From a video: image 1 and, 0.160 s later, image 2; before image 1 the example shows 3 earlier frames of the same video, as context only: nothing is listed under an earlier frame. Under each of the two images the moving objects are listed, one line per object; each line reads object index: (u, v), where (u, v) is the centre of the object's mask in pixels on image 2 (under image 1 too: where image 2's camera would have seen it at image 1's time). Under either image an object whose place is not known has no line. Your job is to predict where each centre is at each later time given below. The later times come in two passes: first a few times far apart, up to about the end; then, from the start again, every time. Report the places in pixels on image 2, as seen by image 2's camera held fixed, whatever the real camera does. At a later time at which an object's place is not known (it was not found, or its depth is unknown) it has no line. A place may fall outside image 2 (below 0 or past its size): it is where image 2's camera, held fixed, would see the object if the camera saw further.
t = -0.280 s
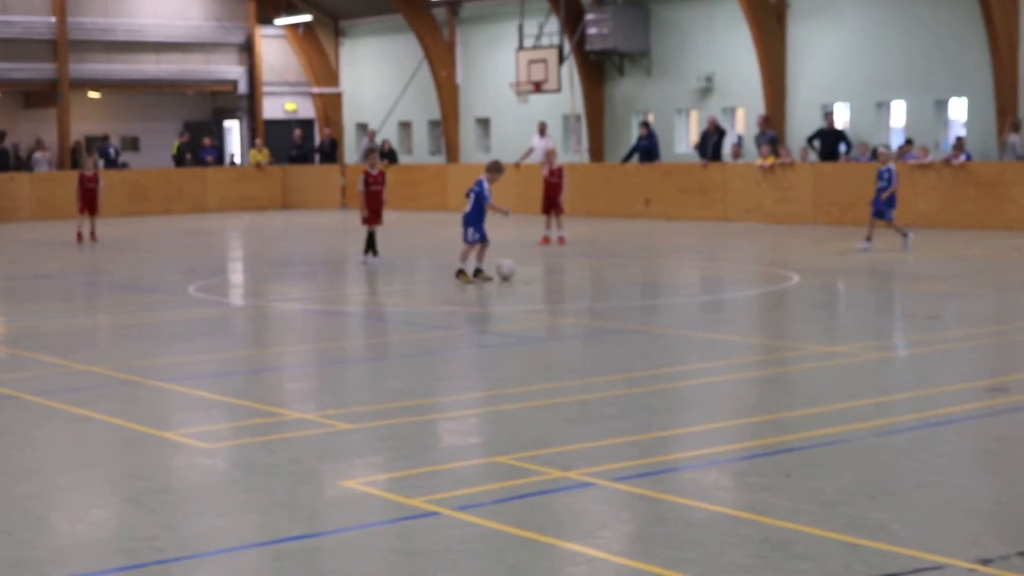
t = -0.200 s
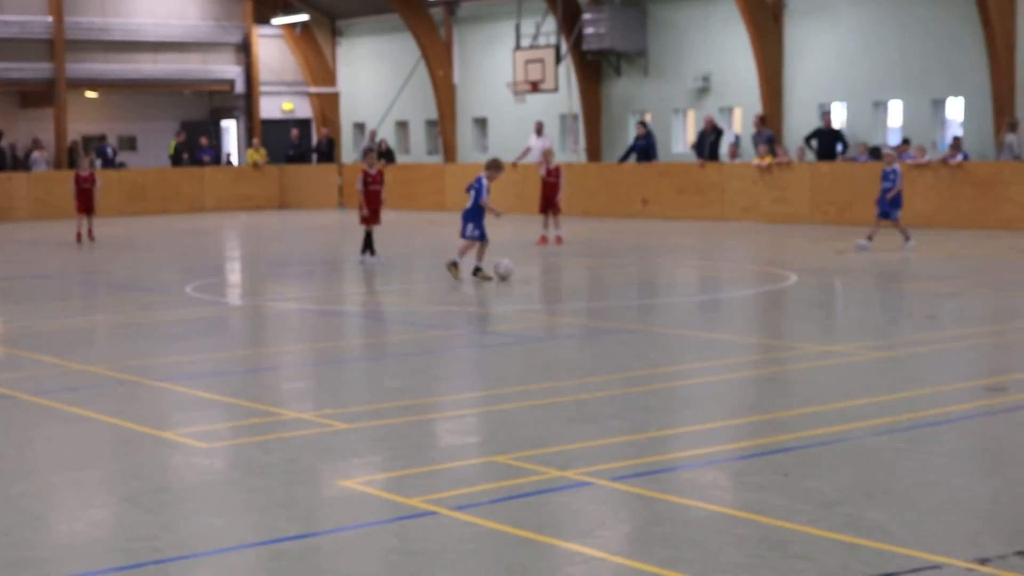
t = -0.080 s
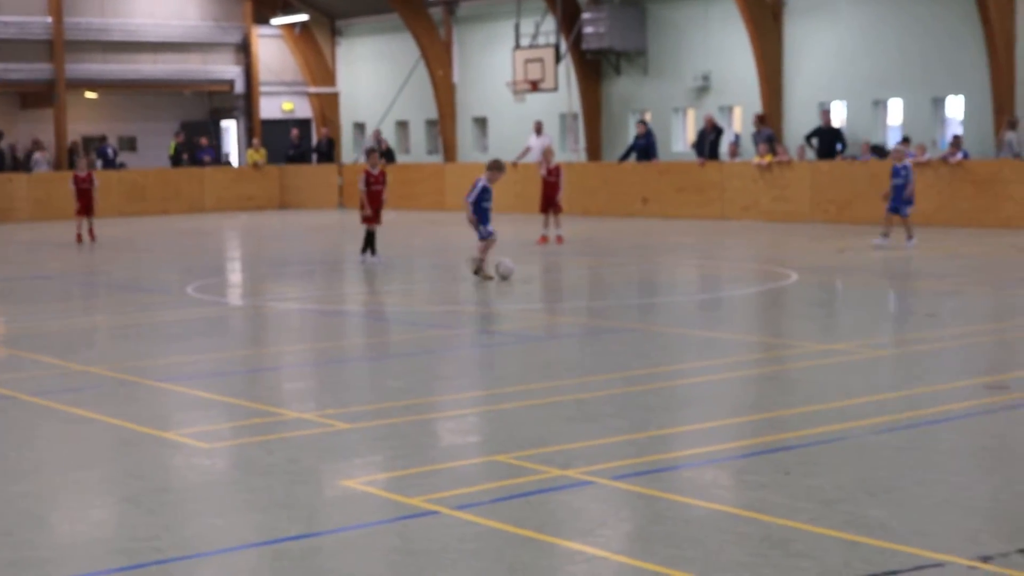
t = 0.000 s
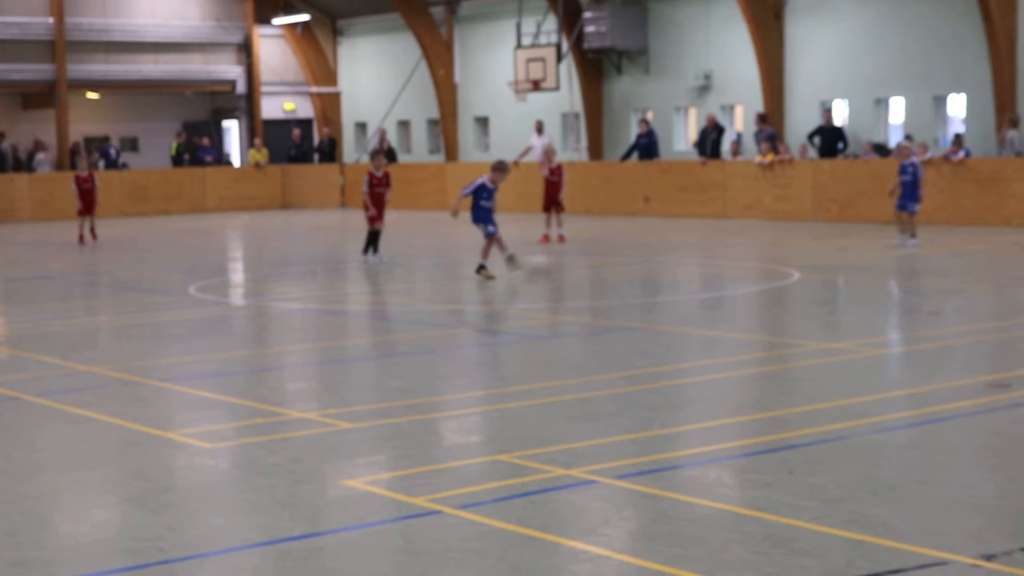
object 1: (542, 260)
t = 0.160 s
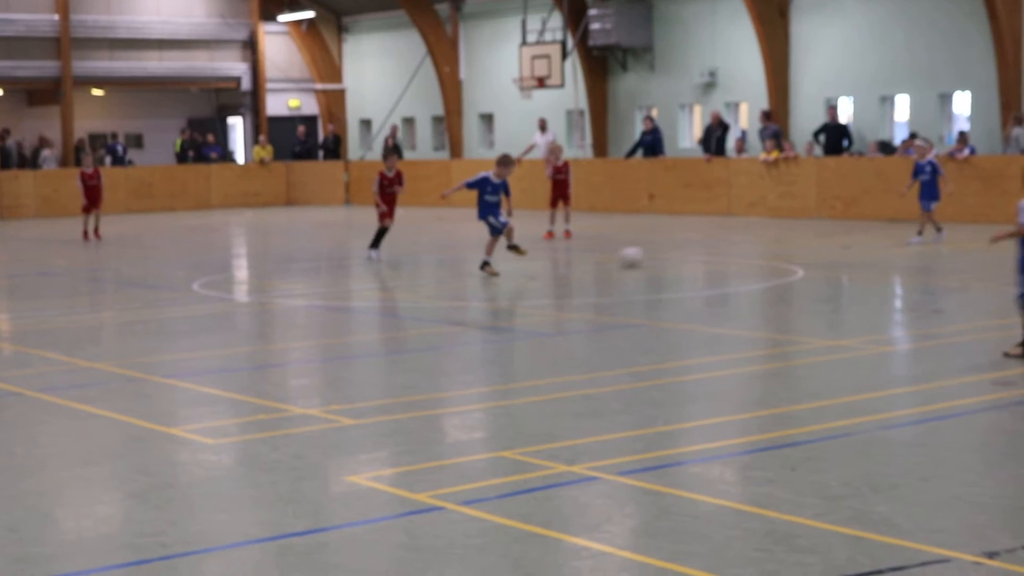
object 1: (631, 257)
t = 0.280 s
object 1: (687, 254)
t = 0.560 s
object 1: (796, 247)
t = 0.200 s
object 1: (651, 256)
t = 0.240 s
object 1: (669, 254)
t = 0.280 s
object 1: (687, 254)
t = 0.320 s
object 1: (706, 253)
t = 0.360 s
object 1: (721, 253)
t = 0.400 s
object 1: (739, 252)
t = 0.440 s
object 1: (754, 250)
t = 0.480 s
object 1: (768, 249)
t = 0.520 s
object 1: (783, 249)
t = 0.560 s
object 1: (796, 247)
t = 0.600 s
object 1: (810, 247)
